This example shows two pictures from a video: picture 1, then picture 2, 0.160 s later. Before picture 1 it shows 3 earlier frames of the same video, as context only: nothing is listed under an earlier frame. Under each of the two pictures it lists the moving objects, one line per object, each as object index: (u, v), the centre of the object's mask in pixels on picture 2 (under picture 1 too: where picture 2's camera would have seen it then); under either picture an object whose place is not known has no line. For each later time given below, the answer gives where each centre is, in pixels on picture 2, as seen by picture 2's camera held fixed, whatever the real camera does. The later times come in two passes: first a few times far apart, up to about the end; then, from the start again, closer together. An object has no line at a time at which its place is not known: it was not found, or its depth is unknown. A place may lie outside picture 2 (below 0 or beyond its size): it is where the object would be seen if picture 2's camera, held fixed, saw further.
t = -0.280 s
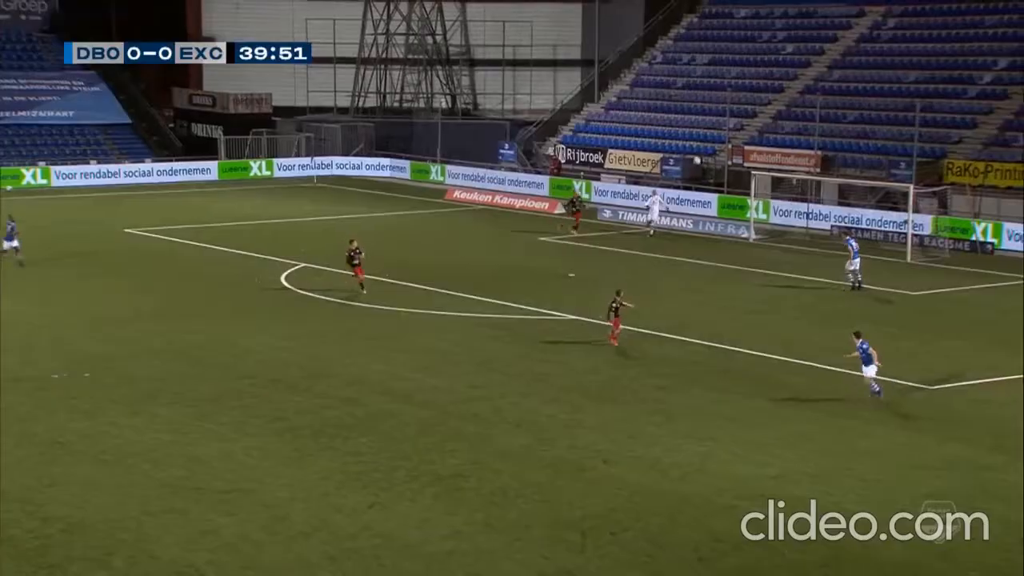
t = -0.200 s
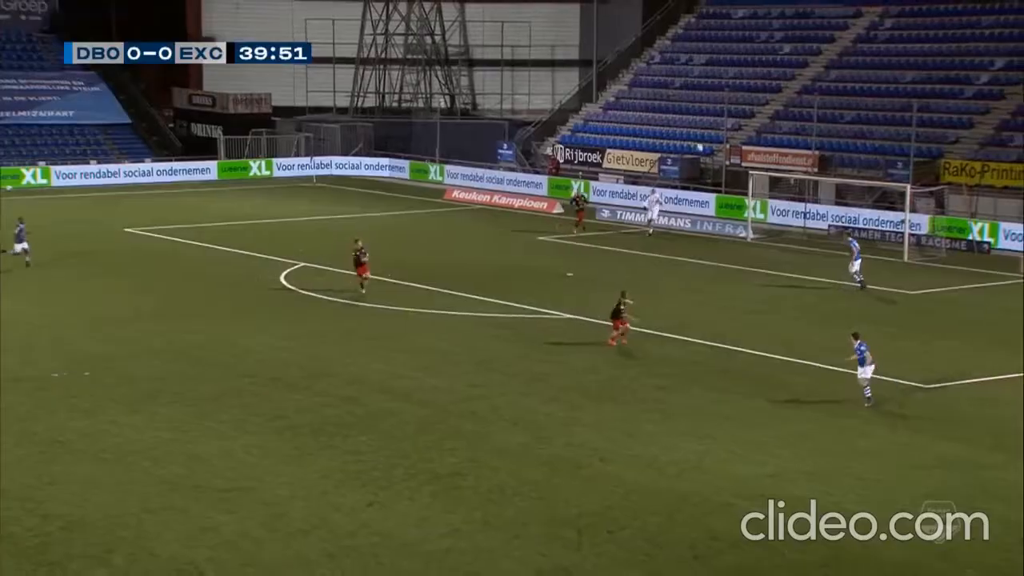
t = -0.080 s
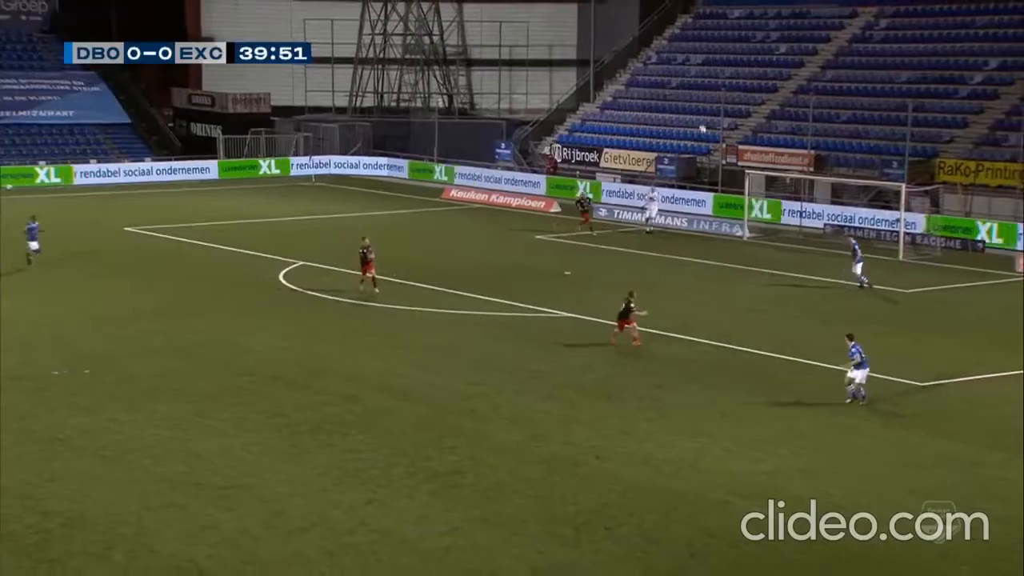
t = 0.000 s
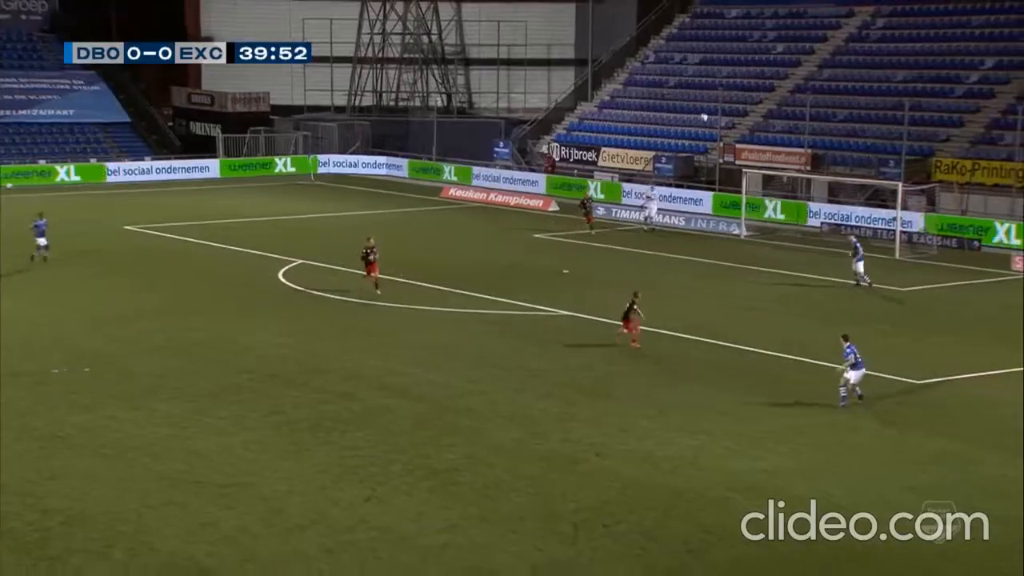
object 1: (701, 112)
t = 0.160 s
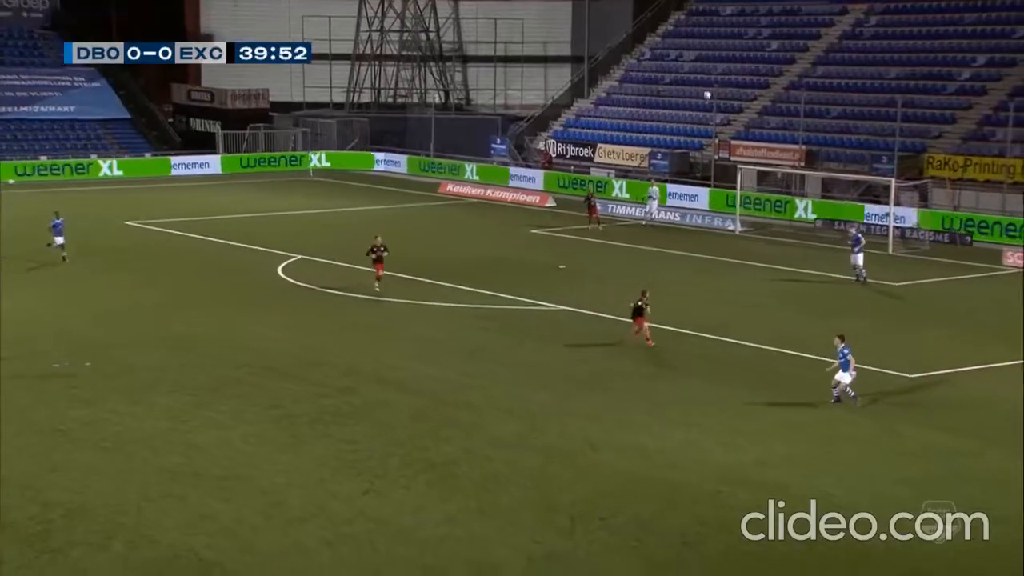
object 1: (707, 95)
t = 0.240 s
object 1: (709, 88)
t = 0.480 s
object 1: (714, 73)
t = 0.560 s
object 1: (715, 71)
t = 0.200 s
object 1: (708, 91)
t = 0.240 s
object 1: (709, 88)
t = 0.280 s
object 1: (710, 85)
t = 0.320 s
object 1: (711, 82)
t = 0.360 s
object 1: (712, 79)
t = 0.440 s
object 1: (714, 74)
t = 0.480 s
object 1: (714, 73)
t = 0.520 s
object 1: (714, 72)
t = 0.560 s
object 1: (715, 71)
